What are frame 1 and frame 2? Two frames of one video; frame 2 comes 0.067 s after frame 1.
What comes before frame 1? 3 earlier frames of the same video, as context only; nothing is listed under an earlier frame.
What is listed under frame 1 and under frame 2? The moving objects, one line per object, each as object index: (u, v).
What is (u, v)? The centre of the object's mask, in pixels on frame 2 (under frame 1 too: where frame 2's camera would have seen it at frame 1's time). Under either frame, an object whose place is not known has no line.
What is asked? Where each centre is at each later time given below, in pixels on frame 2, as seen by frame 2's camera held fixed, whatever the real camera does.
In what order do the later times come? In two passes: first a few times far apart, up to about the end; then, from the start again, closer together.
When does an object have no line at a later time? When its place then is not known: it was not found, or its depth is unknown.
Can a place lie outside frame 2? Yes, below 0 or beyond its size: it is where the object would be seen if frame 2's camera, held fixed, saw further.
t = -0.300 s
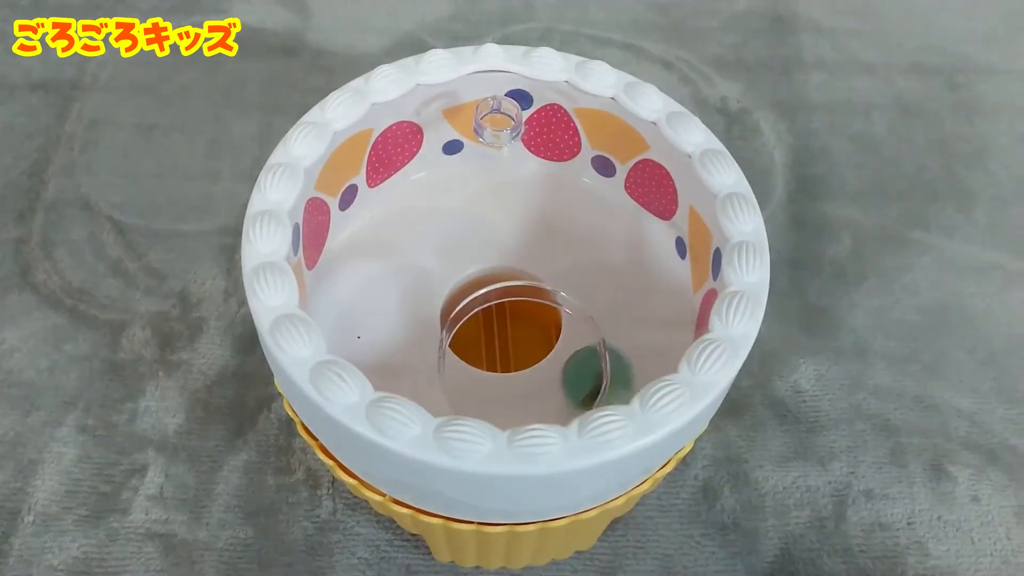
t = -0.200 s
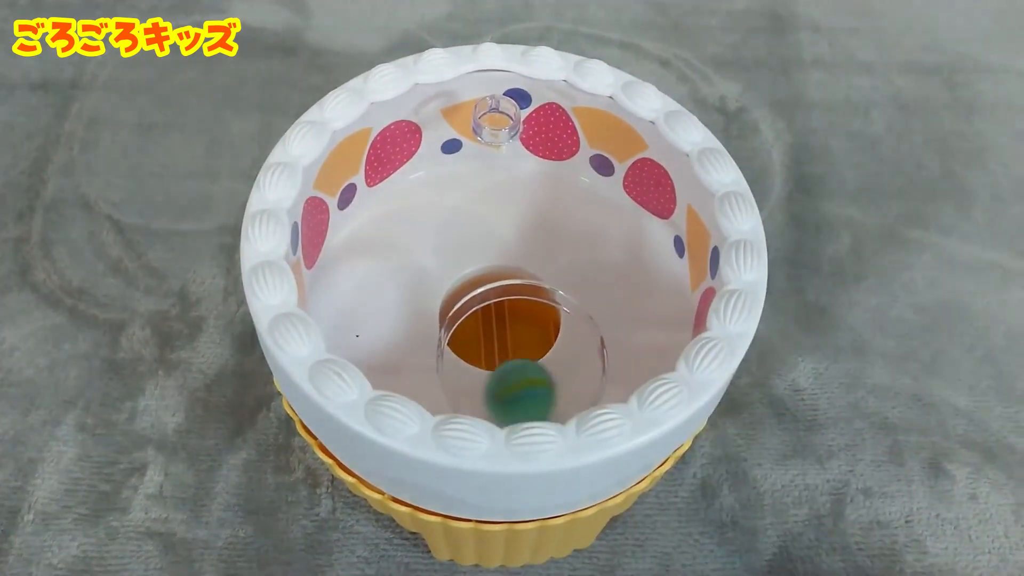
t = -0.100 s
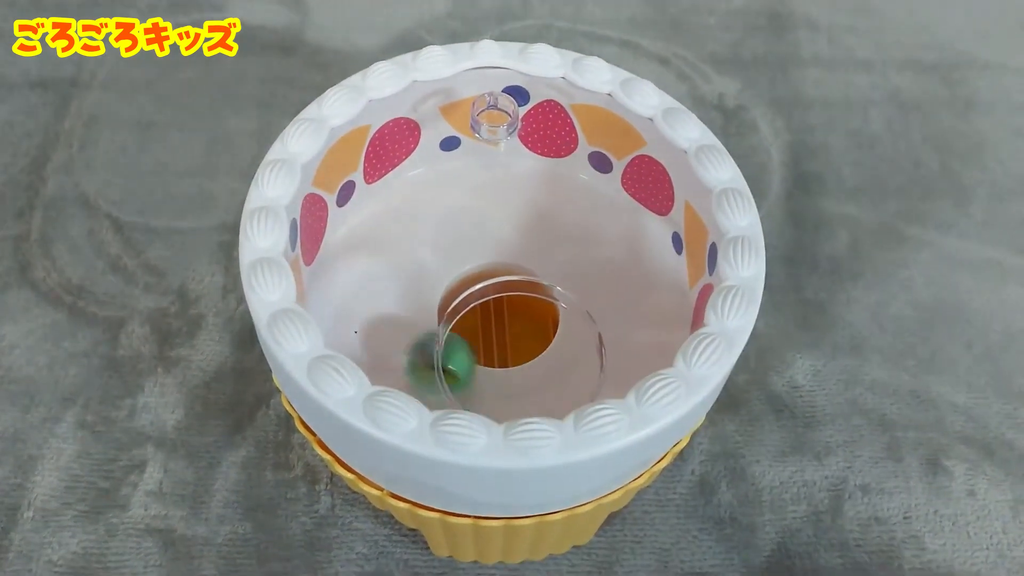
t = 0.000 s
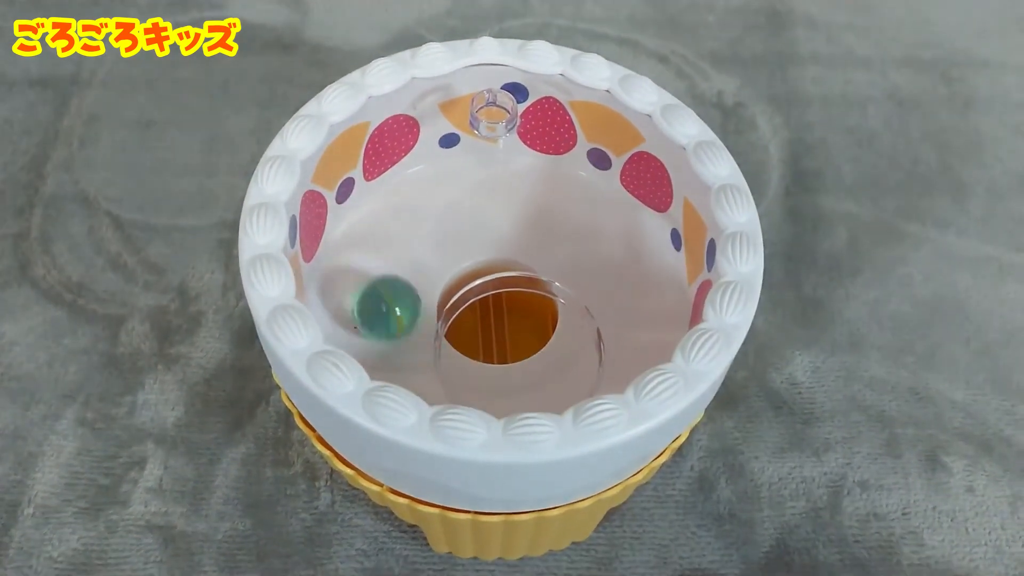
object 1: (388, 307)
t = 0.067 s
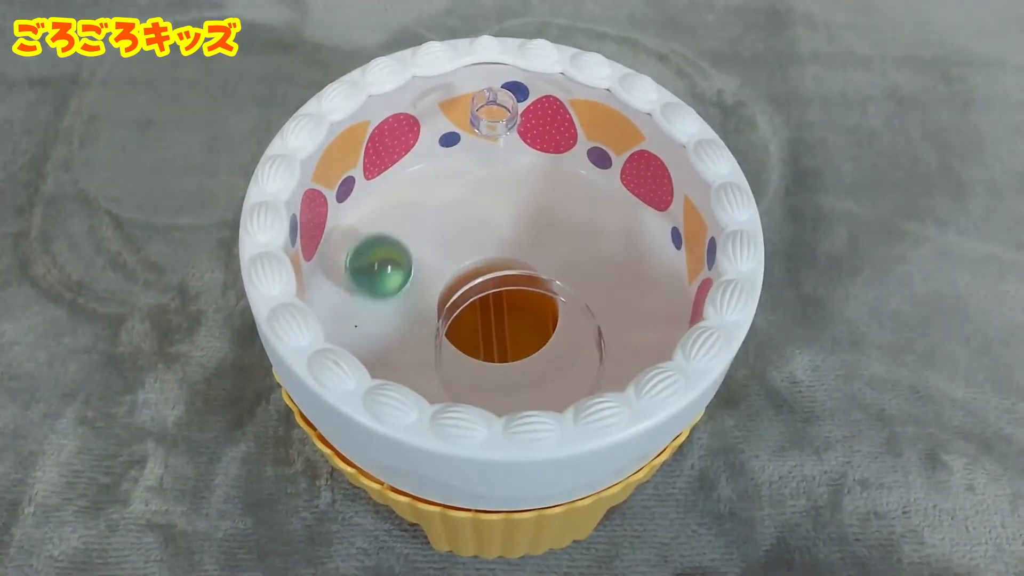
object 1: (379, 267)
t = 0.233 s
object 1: (438, 192)
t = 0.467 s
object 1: (592, 200)
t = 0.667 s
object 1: (644, 295)
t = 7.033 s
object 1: (409, 244)
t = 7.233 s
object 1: (493, 213)
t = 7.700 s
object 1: (559, 350)
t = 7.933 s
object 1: (477, 372)
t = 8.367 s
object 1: (434, 231)
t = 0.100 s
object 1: (383, 248)
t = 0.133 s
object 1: (391, 230)
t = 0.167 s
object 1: (404, 214)
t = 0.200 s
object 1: (420, 202)
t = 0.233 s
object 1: (438, 192)
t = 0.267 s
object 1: (459, 184)
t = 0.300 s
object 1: (481, 179)
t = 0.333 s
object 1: (505, 178)
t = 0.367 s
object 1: (528, 179)
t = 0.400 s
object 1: (550, 183)
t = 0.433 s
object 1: (572, 191)
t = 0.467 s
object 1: (592, 200)
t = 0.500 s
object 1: (609, 211)
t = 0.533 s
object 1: (624, 225)
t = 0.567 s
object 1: (636, 241)
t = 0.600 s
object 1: (643, 259)
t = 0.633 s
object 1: (645, 277)
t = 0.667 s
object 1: (644, 295)
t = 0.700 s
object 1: (637, 313)
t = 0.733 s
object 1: (628, 329)
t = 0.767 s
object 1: (612, 344)
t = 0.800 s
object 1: (588, 357)
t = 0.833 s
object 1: (565, 366)
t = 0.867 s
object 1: (540, 373)
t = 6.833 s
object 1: (424, 323)
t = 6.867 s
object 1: (415, 311)
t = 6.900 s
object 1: (413, 299)
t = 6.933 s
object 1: (410, 285)
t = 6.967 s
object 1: (408, 272)
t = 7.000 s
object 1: (407, 258)
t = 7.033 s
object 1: (409, 244)
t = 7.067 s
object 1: (416, 233)
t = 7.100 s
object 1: (426, 224)
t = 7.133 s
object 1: (440, 218)
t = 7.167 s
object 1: (455, 214)
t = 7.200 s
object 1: (474, 213)
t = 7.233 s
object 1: (493, 213)
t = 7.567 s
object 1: (604, 296)
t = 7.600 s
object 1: (593, 313)
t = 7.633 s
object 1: (580, 329)
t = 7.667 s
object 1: (565, 343)
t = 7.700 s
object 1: (559, 350)
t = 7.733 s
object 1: (547, 359)
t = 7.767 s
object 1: (535, 366)
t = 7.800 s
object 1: (522, 370)
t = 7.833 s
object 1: (510, 375)
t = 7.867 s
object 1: (498, 378)
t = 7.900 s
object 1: (486, 377)
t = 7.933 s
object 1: (477, 372)
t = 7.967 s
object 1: (465, 367)
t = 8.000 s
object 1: (455, 362)
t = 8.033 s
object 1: (446, 352)
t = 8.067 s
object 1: (439, 343)
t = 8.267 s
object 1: (424, 271)
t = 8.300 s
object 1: (426, 257)
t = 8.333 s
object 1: (430, 244)
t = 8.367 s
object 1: (434, 231)
